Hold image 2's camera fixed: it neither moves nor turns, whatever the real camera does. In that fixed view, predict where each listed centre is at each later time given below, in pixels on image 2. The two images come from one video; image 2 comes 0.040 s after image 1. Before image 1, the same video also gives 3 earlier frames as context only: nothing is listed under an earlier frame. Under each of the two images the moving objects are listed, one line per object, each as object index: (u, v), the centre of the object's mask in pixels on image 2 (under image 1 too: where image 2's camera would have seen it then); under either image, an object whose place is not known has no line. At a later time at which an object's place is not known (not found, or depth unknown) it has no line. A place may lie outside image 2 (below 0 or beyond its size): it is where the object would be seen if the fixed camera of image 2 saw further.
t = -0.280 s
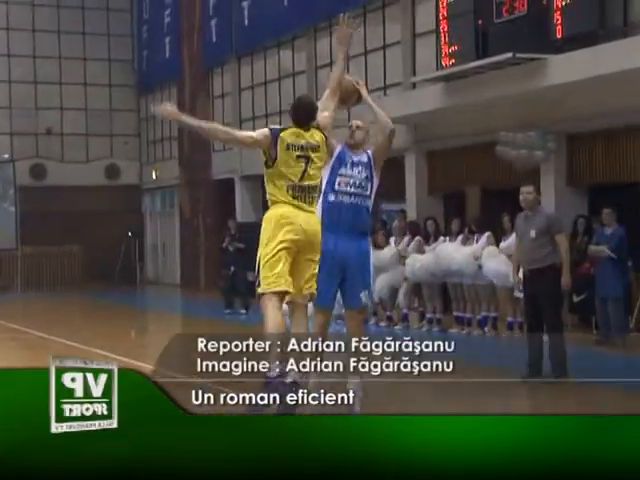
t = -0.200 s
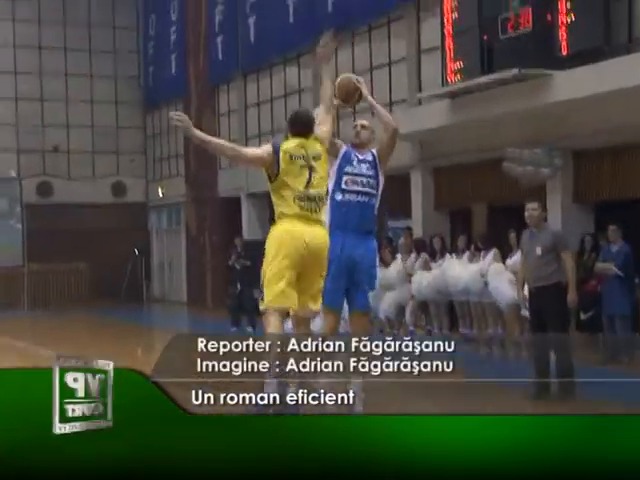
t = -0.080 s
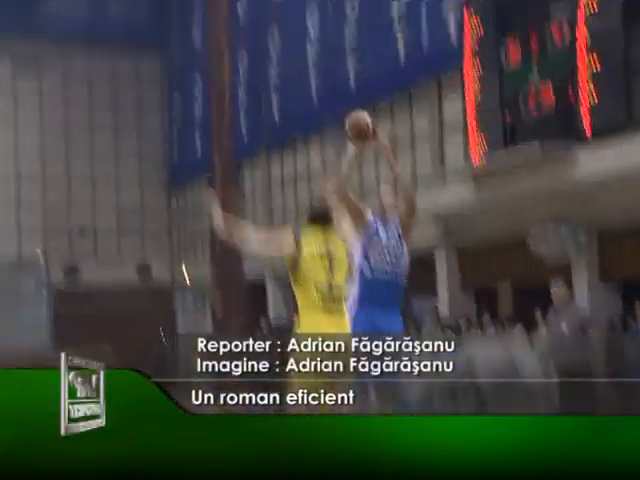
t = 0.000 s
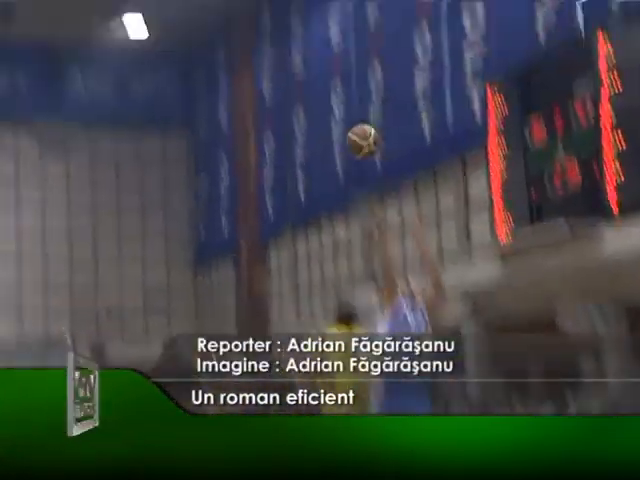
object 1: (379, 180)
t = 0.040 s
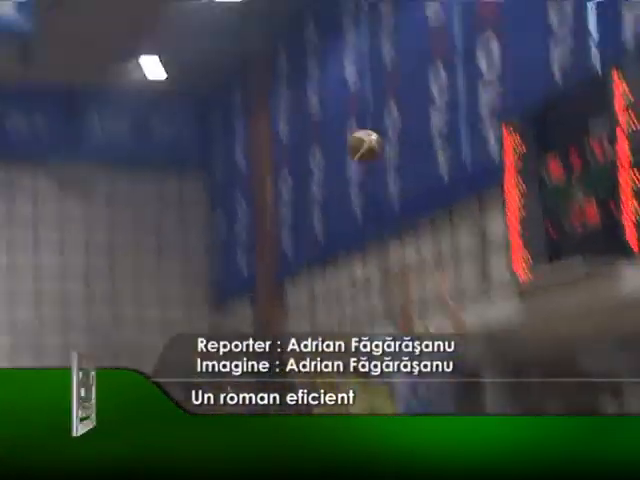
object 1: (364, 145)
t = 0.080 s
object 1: (350, 115)
